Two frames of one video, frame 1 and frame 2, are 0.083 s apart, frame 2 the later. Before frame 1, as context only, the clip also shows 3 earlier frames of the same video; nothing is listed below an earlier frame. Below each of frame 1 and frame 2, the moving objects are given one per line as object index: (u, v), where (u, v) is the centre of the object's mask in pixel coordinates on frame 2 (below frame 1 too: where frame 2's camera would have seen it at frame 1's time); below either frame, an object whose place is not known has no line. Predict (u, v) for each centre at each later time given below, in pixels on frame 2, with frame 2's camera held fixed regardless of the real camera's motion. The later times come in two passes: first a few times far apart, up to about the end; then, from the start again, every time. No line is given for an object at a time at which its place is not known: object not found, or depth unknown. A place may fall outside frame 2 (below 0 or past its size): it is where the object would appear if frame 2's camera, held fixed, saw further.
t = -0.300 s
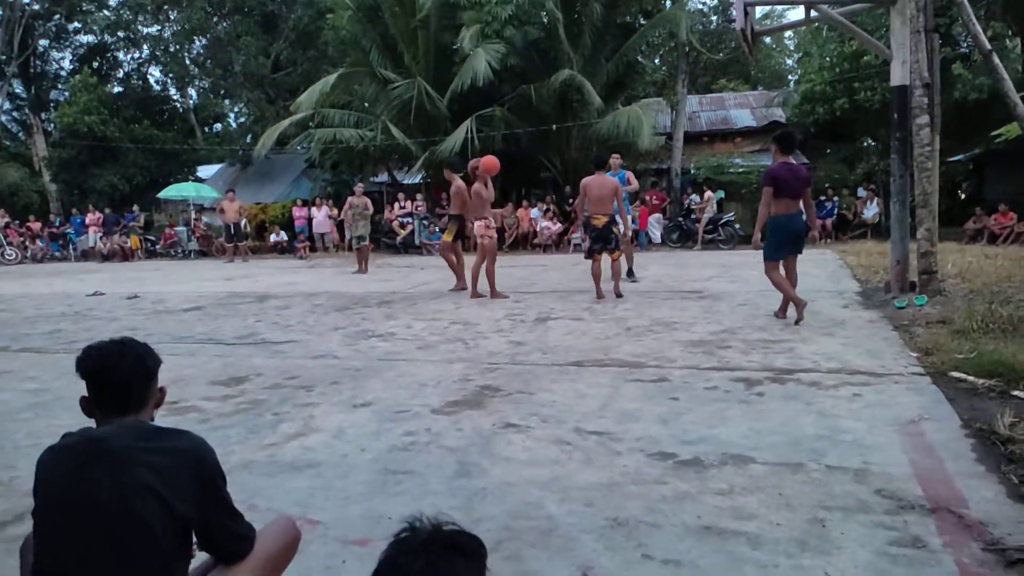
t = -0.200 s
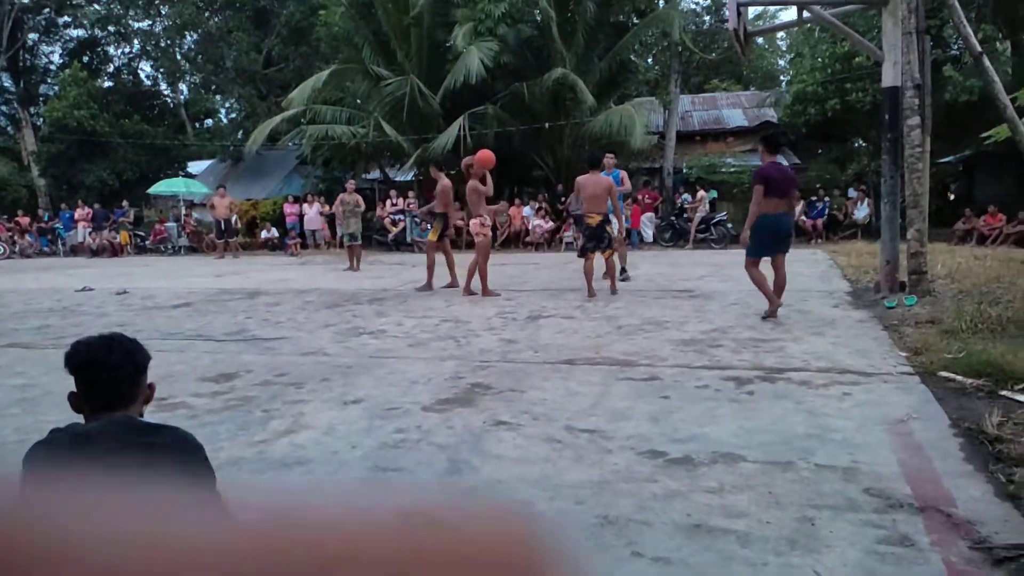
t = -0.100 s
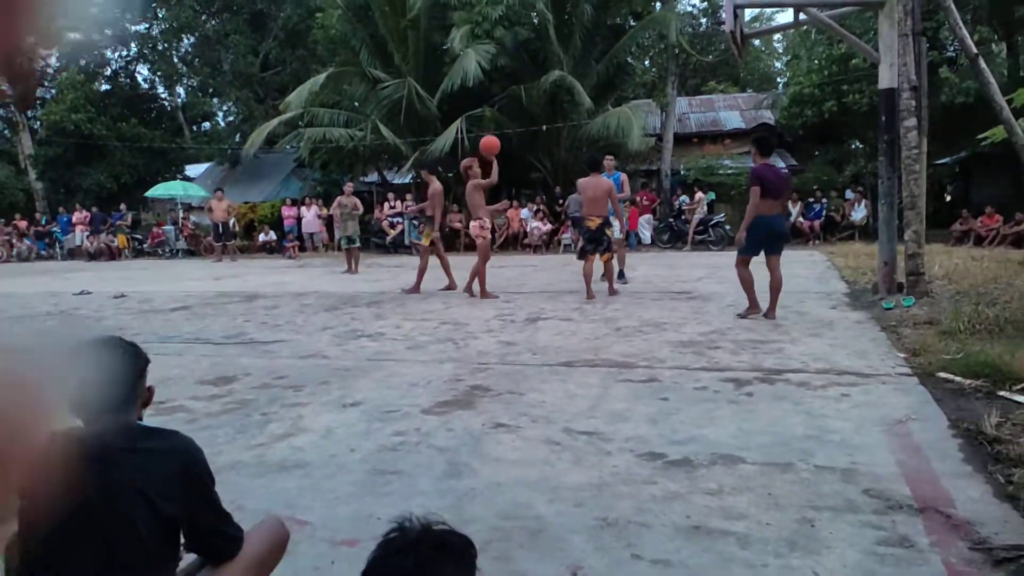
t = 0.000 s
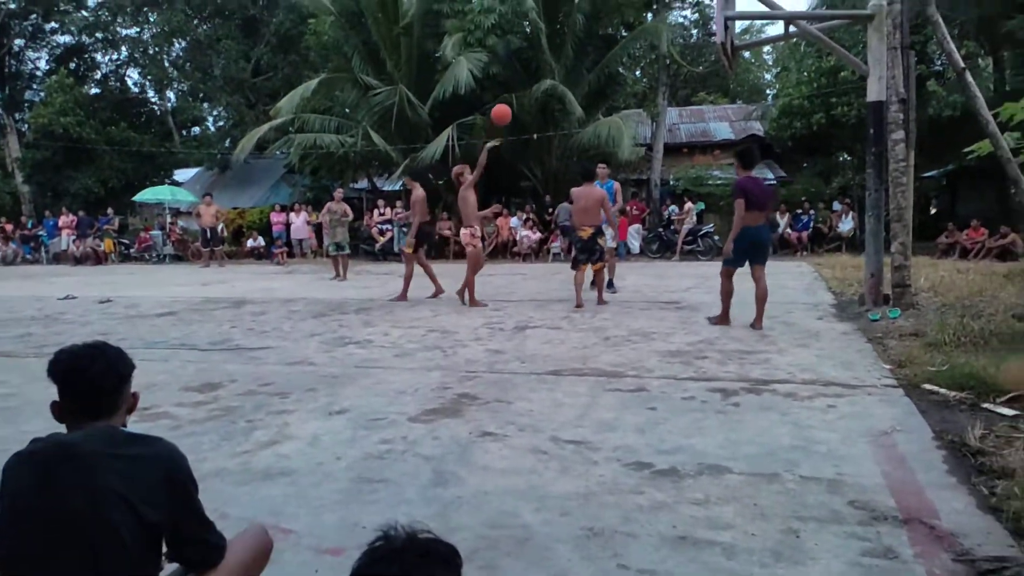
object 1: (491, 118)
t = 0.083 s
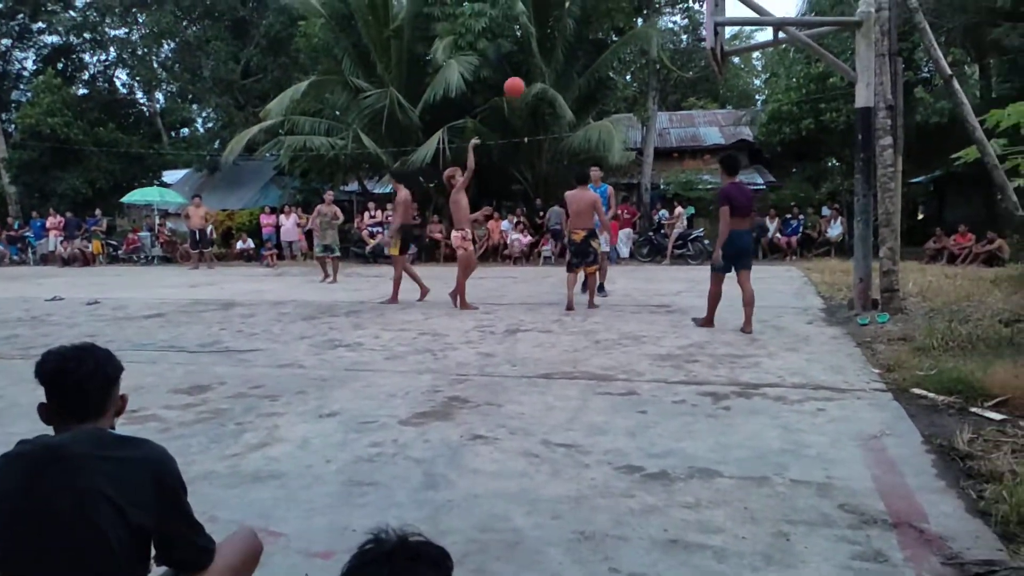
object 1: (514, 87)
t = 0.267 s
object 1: (564, 42)
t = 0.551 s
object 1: (643, 28)
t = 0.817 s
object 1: (670, 40)
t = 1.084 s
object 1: (673, 64)
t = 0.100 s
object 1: (518, 82)
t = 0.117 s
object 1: (523, 77)
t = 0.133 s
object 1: (528, 72)
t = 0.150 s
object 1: (532, 68)
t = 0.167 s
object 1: (537, 64)
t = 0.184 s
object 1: (541, 59)
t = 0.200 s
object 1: (545, 56)
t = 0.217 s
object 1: (550, 51)
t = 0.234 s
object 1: (555, 49)
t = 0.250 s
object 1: (560, 46)
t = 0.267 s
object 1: (564, 42)
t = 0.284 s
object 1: (569, 40)
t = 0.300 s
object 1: (573, 37)
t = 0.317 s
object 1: (578, 35)
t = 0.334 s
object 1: (583, 33)
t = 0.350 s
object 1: (588, 31)
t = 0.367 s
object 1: (593, 30)
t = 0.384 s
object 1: (597, 28)
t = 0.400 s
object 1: (602, 28)
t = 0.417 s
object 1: (606, 27)
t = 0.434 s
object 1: (610, 26)
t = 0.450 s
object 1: (615, 25)
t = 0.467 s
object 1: (620, 25)
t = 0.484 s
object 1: (624, 25)
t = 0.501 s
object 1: (629, 25)
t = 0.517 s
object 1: (634, 26)
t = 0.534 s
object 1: (638, 27)
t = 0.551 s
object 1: (643, 28)
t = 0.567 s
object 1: (648, 30)
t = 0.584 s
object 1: (653, 32)
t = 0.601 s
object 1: (657, 34)
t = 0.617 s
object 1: (662, 35)
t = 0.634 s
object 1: (668, 36)
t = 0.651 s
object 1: (671, 36)
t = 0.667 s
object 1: (675, 36)
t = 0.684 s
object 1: (679, 38)
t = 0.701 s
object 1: (682, 38)
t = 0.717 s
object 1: (686, 39)
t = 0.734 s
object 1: (686, 39)
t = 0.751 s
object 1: (681, 39)
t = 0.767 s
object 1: (677, 39)
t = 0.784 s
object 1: (673, 41)
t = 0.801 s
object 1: (671, 40)
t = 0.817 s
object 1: (670, 40)
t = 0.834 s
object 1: (670, 40)
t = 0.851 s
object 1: (671, 41)
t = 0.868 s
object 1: (673, 41)
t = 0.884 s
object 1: (674, 41)
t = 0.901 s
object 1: (675, 41)
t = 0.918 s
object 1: (678, 42)
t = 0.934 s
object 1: (682, 45)
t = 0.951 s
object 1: (683, 46)
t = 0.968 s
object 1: (683, 46)
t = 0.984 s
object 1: (683, 48)
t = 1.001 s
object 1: (681, 50)
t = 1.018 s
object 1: (679, 52)
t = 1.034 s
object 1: (679, 55)
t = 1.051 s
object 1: (677, 57)
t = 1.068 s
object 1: (675, 61)
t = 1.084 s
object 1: (673, 64)
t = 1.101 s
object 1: (672, 67)
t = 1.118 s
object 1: (669, 72)
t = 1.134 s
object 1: (668, 76)
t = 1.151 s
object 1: (667, 81)
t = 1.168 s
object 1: (666, 85)
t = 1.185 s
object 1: (664, 91)
